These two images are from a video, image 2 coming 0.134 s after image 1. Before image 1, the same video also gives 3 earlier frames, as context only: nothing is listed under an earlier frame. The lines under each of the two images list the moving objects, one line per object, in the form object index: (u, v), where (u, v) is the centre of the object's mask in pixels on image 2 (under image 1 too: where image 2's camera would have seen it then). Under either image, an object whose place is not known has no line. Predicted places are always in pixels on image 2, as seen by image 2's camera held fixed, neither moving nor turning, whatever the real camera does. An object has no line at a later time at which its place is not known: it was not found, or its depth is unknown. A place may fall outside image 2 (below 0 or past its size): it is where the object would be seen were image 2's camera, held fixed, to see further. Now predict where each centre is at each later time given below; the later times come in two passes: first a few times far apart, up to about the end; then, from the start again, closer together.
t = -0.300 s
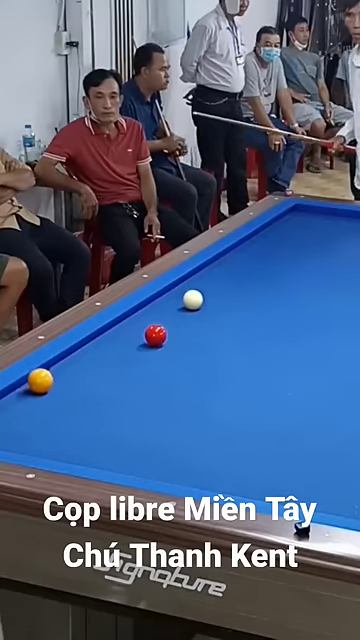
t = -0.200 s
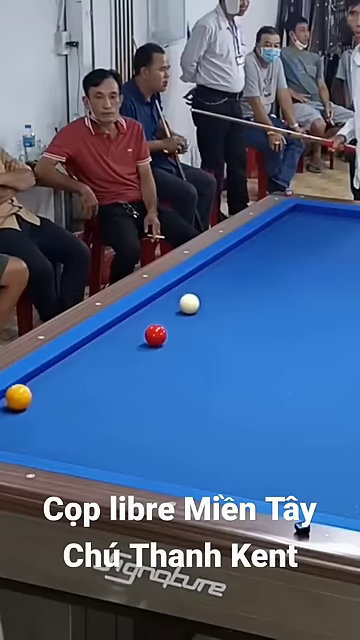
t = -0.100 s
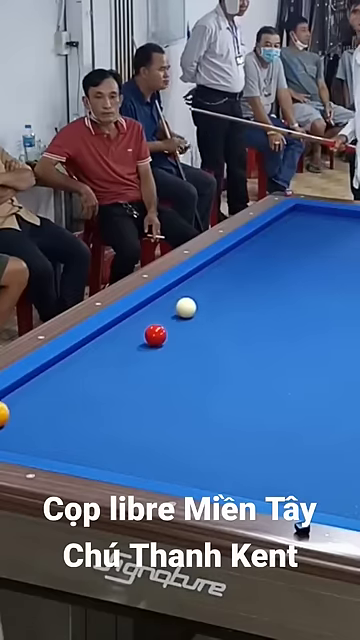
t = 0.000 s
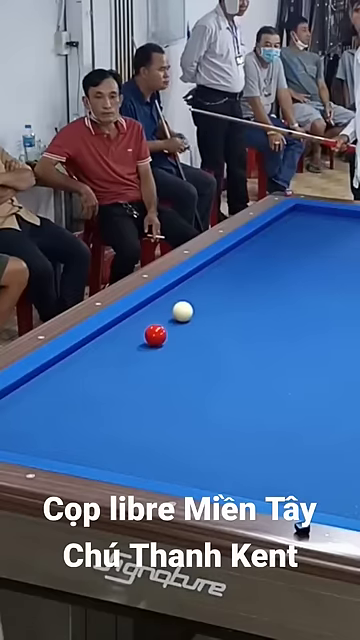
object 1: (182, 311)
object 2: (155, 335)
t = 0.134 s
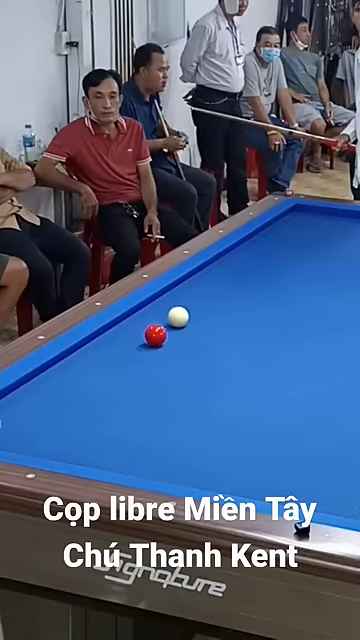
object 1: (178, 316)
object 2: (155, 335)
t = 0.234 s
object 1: (175, 320)
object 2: (155, 335)
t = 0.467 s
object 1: (170, 328)
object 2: (154, 336)
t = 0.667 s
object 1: (172, 332)
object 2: (147, 339)
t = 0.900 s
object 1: (175, 334)
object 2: (141, 343)
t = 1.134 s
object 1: (178, 336)
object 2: (136, 346)
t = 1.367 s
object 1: (180, 337)
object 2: (151, 341)
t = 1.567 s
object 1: (184, 337)
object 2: (160, 338)
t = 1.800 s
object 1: (194, 336)
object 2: (163, 335)
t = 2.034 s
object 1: (201, 336)
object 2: (164, 333)
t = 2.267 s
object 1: (205, 335)
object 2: (165, 332)
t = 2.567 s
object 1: (208, 335)
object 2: (166, 332)
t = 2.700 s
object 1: (208, 336)
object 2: (165, 332)
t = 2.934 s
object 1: (208, 335)
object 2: (166, 332)
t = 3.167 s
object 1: (208, 335)
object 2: (166, 332)
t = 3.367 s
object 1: (208, 335)
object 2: (166, 332)
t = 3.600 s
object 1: (208, 335)
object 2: (166, 332)
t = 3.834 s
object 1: (208, 335)
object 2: (165, 332)
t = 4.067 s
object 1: (208, 335)
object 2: (165, 332)
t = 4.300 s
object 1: (208, 335)
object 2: (165, 332)
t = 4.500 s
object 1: (208, 335)
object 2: (165, 332)
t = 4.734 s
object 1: (207, 335)
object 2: (165, 332)
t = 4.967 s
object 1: (207, 335)
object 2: (165, 332)
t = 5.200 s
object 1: (208, 335)
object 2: (165, 332)
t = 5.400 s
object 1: (208, 335)
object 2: (165, 332)
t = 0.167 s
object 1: (177, 318)
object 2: (155, 335)
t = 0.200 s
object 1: (175, 320)
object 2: (155, 335)
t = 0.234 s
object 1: (175, 320)
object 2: (155, 335)
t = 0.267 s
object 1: (174, 322)
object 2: (155, 335)
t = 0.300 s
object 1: (173, 323)
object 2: (155, 335)
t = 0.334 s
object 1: (172, 324)
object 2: (155, 335)
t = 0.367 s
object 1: (172, 325)
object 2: (155, 335)
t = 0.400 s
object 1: (171, 327)
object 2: (154, 335)
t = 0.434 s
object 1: (170, 327)
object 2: (155, 335)
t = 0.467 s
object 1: (170, 328)
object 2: (154, 336)
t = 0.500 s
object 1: (170, 329)
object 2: (152, 336)
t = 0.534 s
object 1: (170, 330)
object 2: (152, 337)
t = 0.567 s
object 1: (171, 330)
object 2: (151, 337)
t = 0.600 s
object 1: (171, 331)
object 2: (149, 338)
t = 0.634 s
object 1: (171, 331)
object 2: (148, 338)
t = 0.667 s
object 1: (172, 332)
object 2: (147, 339)
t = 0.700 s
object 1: (173, 332)
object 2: (146, 340)
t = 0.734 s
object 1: (173, 332)
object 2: (145, 340)
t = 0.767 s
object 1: (174, 333)
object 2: (144, 341)
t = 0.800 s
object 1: (174, 333)
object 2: (143, 341)
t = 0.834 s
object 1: (174, 334)
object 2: (143, 342)
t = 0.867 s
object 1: (175, 334)
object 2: (142, 342)
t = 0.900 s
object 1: (175, 334)
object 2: (141, 343)
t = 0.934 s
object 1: (176, 335)
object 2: (140, 343)
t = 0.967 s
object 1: (176, 335)
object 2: (139, 344)
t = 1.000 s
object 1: (177, 335)
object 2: (138, 344)
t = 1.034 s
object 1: (177, 335)
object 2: (138, 345)
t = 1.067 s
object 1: (177, 336)
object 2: (137, 345)
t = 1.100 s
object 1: (178, 336)
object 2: (136, 345)
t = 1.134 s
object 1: (178, 336)
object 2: (136, 346)
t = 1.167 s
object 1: (179, 336)
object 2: (137, 346)
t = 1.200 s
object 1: (179, 337)
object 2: (140, 345)
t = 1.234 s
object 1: (179, 337)
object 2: (143, 344)
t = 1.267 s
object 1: (179, 337)
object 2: (144, 343)
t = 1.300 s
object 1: (180, 337)
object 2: (147, 342)
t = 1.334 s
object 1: (180, 337)
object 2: (150, 342)
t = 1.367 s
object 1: (180, 337)
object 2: (151, 341)
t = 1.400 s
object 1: (181, 337)
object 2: (154, 340)
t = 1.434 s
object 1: (181, 337)
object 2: (156, 340)
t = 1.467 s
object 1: (181, 337)
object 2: (157, 339)
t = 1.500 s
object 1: (182, 337)
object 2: (159, 339)
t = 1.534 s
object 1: (184, 337)
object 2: (160, 338)
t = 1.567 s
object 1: (184, 337)
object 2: (160, 338)
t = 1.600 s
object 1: (186, 337)
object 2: (161, 337)
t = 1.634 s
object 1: (188, 337)
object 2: (161, 337)
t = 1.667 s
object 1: (189, 337)
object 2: (161, 336)
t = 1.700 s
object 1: (190, 337)
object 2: (162, 336)
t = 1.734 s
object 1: (192, 337)
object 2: (162, 336)
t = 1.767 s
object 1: (193, 337)
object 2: (162, 335)
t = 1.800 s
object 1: (194, 336)
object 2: (163, 335)
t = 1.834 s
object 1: (195, 336)
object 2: (163, 335)
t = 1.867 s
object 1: (196, 336)
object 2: (163, 334)
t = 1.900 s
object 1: (197, 336)
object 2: (164, 334)
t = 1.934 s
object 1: (198, 336)
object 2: (164, 334)
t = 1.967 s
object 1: (199, 336)
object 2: (164, 334)
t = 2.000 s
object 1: (200, 336)
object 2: (164, 333)
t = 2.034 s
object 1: (201, 336)
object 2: (164, 333)
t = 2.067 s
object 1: (201, 336)
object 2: (164, 333)
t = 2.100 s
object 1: (203, 336)
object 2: (164, 333)
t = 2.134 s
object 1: (203, 336)
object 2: (164, 333)
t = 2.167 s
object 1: (204, 336)
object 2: (164, 333)
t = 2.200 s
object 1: (204, 336)
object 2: (164, 332)
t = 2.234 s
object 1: (205, 336)
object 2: (165, 332)
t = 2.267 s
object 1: (205, 335)
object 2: (165, 332)
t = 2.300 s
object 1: (206, 335)
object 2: (165, 332)
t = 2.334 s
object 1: (206, 335)
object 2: (165, 332)
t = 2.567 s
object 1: (208, 335)
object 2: (166, 332)
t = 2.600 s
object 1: (208, 336)
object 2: (166, 332)
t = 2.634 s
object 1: (208, 336)
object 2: (166, 332)
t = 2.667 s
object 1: (208, 335)
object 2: (165, 332)
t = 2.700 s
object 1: (208, 336)
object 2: (165, 332)
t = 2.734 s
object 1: (208, 335)
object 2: (166, 332)
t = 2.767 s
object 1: (208, 335)
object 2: (166, 332)
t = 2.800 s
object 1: (208, 336)
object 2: (166, 332)
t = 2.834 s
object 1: (208, 336)
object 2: (166, 332)
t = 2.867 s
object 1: (208, 335)
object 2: (166, 332)
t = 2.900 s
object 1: (208, 335)
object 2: (165, 332)
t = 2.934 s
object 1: (208, 335)
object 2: (166, 332)
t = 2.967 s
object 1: (208, 335)
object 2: (166, 332)
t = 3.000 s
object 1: (208, 335)
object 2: (166, 332)
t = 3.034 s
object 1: (208, 335)
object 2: (166, 332)
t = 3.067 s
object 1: (208, 335)
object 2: (166, 332)
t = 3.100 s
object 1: (208, 335)
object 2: (166, 332)
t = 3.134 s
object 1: (208, 335)
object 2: (166, 332)
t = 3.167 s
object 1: (208, 335)
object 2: (166, 332)
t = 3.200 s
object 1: (208, 335)
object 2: (166, 332)
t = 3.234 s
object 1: (208, 335)
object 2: (166, 332)
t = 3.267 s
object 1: (208, 335)
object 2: (166, 332)
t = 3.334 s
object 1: (208, 335)
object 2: (166, 332)
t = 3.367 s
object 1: (208, 335)
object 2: (166, 332)
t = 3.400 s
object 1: (208, 335)
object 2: (166, 332)
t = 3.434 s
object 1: (208, 335)
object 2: (166, 332)
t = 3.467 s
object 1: (208, 335)
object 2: (166, 332)
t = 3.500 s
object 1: (208, 335)
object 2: (166, 332)
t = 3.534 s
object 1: (208, 335)
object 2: (166, 332)
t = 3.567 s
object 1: (208, 335)
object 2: (166, 332)
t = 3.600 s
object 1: (208, 335)
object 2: (166, 332)
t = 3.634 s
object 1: (208, 335)
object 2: (166, 332)
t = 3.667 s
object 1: (208, 335)
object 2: (166, 332)
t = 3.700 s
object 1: (208, 335)
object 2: (165, 332)
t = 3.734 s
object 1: (208, 335)
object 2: (165, 332)
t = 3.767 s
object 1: (208, 335)
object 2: (165, 332)
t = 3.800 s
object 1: (208, 335)
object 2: (165, 332)
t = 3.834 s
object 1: (208, 335)
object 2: (165, 332)
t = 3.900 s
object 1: (208, 335)
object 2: (165, 332)
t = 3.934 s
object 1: (208, 335)
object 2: (165, 332)
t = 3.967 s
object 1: (208, 335)
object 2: (165, 332)
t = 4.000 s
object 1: (208, 335)
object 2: (165, 332)
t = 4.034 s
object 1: (207, 335)
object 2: (165, 332)
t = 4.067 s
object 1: (208, 335)
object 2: (165, 332)
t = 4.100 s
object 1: (208, 335)
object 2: (165, 332)
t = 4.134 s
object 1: (208, 335)
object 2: (165, 332)
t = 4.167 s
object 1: (208, 335)
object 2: (165, 332)
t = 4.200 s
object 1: (208, 335)
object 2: (165, 332)
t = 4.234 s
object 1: (208, 335)
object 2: (165, 332)
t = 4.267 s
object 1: (208, 335)
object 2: (165, 332)
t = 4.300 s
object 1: (208, 335)
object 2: (165, 332)
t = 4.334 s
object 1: (208, 335)
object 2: (165, 332)
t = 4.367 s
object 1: (208, 335)
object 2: (165, 332)
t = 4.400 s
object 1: (208, 336)
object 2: (165, 332)
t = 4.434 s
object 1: (208, 336)
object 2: (165, 332)
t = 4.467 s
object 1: (208, 336)
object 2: (165, 332)
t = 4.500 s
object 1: (208, 335)
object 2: (165, 332)
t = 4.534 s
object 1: (208, 335)
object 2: (165, 332)
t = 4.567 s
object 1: (208, 335)
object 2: (165, 332)
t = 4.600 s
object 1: (208, 335)
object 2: (165, 332)
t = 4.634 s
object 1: (207, 335)
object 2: (165, 332)
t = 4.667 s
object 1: (207, 335)
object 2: (165, 332)
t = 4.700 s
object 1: (207, 335)
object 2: (165, 332)
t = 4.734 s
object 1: (207, 335)
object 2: (165, 332)
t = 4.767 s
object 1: (207, 335)
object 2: (165, 332)
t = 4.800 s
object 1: (207, 335)
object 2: (165, 332)
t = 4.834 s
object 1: (207, 335)
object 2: (165, 332)
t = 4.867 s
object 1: (207, 335)
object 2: (165, 332)
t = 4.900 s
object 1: (207, 335)
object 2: (165, 332)
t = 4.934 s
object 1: (207, 335)
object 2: (165, 332)
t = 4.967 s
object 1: (207, 335)
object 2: (165, 332)
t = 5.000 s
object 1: (207, 335)
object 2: (165, 332)
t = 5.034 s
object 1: (207, 335)
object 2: (165, 332)
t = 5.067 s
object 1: (207, 335)
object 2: (165, 332)
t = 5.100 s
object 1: (207, 335)
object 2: (165, 332)
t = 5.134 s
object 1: (208, 335)
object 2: (165, 332)
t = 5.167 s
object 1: (208, 335)
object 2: (165, 332)
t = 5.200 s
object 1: (208, 335)
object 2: (165, 332)
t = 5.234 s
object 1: (208, 336)
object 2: (165, 332)
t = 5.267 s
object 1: (208, 335)
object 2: (165, 332)
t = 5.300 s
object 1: (208, 335)
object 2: (165, 332)
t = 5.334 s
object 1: (208, 335)
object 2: (165, 332)
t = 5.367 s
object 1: (208, 335)
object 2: (165, 332)
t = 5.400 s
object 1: (208, 335)
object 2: (165, 332)
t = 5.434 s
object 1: (208, 335)
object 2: (165, 332)
